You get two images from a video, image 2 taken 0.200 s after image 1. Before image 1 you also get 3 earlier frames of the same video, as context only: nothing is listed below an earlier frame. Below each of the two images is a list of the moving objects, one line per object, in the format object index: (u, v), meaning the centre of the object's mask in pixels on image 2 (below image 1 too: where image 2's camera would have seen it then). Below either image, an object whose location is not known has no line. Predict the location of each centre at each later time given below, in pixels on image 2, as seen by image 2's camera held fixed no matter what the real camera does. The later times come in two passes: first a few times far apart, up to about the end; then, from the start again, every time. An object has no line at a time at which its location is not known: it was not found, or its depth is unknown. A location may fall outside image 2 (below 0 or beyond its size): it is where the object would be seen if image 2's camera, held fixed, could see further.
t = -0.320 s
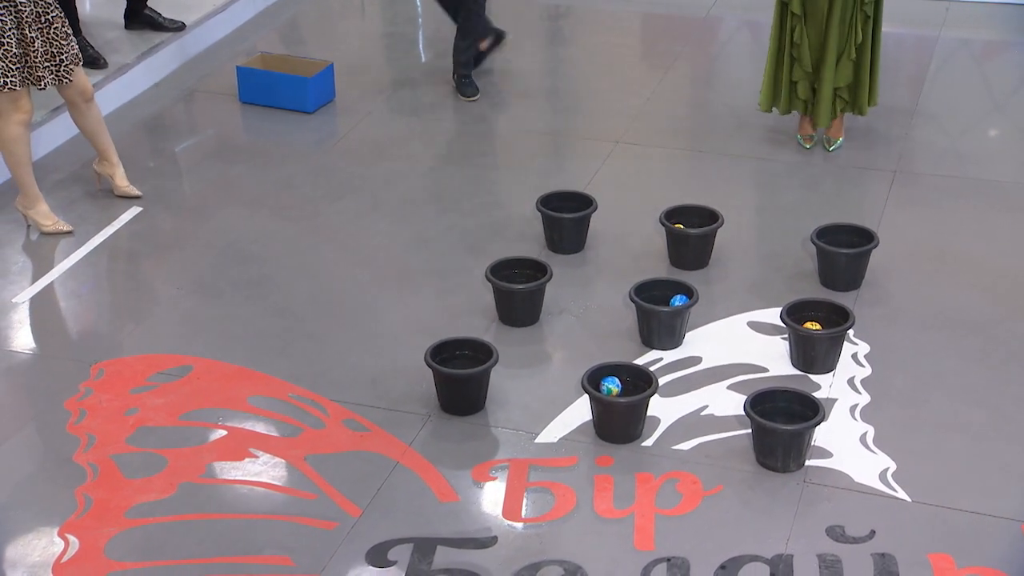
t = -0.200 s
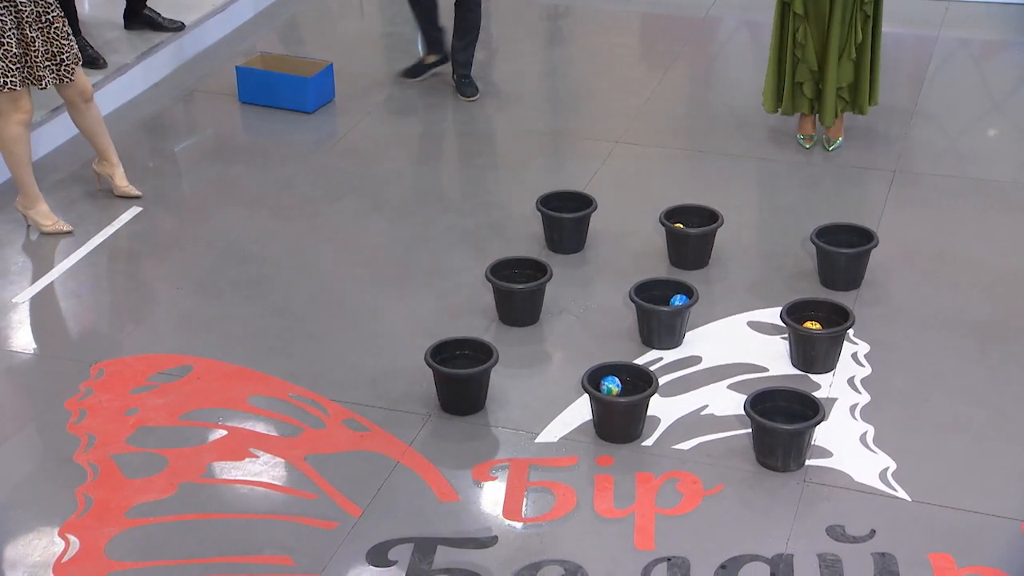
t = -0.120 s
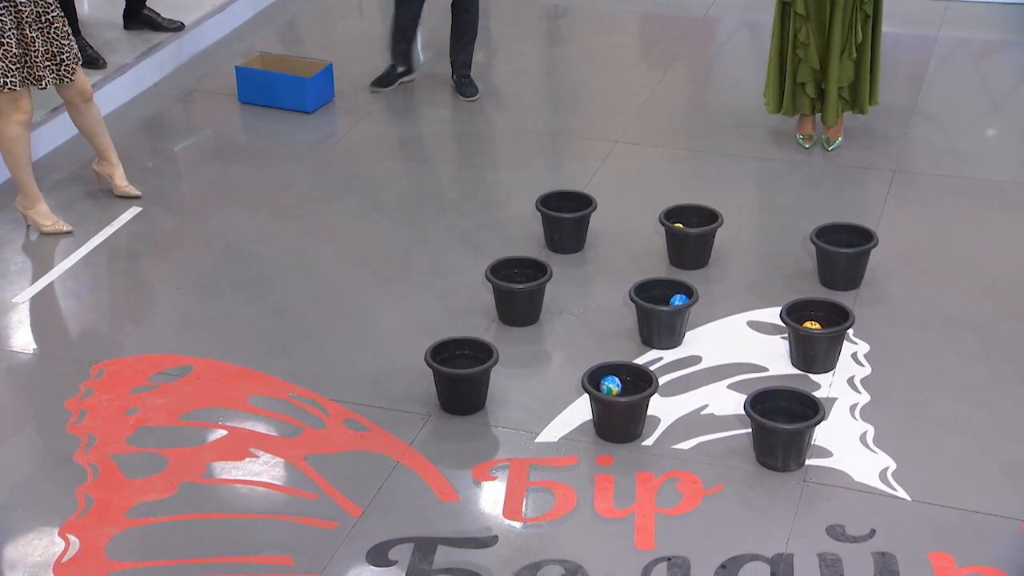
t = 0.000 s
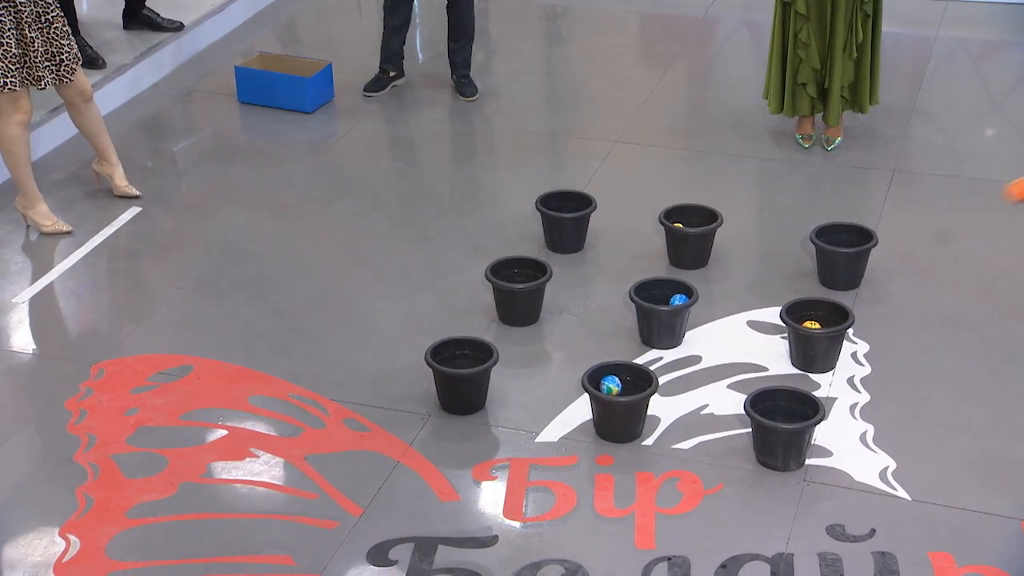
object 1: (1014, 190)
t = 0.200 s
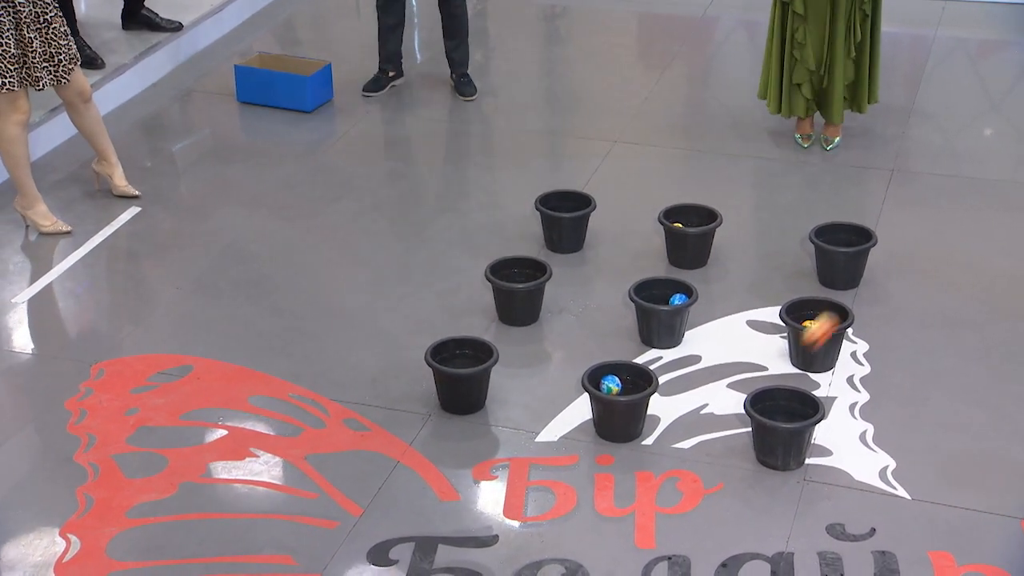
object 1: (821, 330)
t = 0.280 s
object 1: (755, 395)
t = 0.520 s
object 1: (749, 290)
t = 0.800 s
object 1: (731, 370)
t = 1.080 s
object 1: (709, 326)
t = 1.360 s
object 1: (683, 367)
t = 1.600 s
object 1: (662, 344)
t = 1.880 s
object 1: (635, 341)
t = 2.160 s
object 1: (609, 340)
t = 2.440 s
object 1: (584, 332)
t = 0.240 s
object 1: (785, 368)
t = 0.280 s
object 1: (755, 395)
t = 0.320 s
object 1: (754, 367)
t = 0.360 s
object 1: (754, 343)
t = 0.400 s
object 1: (753, 323)
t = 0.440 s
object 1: (753, 307)
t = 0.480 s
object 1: (751, 297)
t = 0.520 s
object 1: (749, 290)
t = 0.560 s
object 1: (747, 289)
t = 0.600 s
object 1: (745, 292)
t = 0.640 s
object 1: (742, 299)
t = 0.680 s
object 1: (740, 311)
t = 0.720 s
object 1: (737, 328)
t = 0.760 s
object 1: (734, 346)
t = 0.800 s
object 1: (731, 370)
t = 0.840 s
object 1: (728, 396)
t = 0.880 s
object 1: (724, 389)
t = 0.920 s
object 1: (722, 370)
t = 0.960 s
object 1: (719, 352)
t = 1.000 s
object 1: (716, 339)
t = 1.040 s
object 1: (713, 330)
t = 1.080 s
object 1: (709, 326)
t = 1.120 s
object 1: (706, 326)
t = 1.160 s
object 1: (703, 329)
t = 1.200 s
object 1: (698, 337)
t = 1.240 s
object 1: (694, 349)
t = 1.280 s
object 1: (691, 364)
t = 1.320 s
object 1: (686, 383)
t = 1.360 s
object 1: (683, 367)
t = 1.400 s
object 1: (679, 353)
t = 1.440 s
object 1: (676, 343)
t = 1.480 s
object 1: (672, 338)
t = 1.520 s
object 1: (669, 337)
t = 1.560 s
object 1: (665, 339)
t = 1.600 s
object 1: (662, 344)
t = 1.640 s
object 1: (658, 354)
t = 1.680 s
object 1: (655, 360)
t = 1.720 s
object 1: (651, 349)
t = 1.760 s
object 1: (647, 342)
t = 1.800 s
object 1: (643, 338)
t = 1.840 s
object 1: (639, 338)
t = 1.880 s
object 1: (635, 341)
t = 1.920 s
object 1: (630, 348)
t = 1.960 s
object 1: (627, 344)
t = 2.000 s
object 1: (623, 338)
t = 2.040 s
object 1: (620, 335)
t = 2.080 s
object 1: (616, 336)
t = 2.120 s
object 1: (613, 341)
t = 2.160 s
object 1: (609, 340)
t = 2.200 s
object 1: (606, 335)
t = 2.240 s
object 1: (603, 334)
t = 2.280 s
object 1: (600, 337)
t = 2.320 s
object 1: (596, 335)
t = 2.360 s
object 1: (592, 332)
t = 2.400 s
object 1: (588, 332)
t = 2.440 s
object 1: (584, 332)
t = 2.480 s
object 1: (581, 329)
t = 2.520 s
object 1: (579, 330)
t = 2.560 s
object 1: (576, 328)
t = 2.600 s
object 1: (572, 328)
